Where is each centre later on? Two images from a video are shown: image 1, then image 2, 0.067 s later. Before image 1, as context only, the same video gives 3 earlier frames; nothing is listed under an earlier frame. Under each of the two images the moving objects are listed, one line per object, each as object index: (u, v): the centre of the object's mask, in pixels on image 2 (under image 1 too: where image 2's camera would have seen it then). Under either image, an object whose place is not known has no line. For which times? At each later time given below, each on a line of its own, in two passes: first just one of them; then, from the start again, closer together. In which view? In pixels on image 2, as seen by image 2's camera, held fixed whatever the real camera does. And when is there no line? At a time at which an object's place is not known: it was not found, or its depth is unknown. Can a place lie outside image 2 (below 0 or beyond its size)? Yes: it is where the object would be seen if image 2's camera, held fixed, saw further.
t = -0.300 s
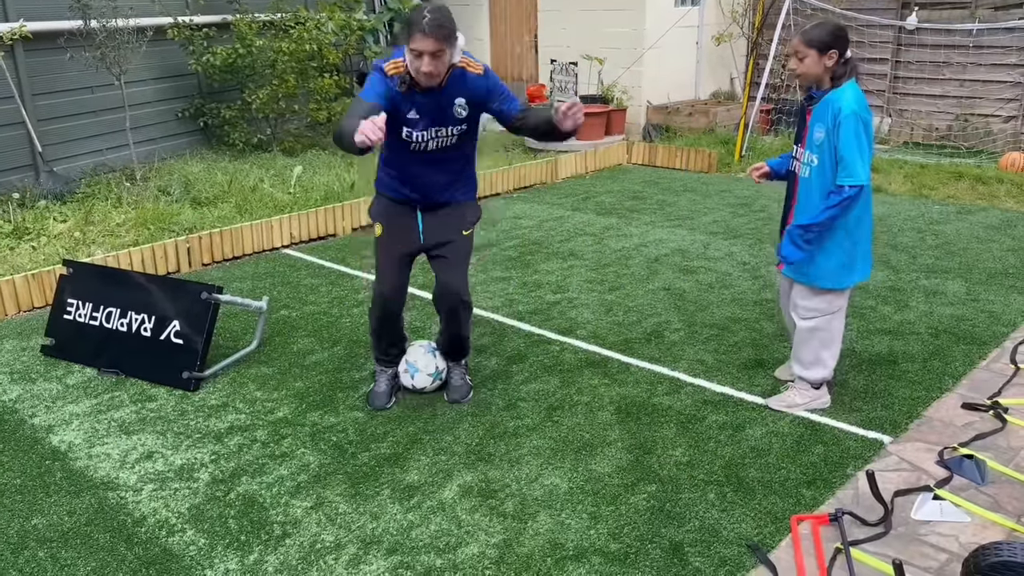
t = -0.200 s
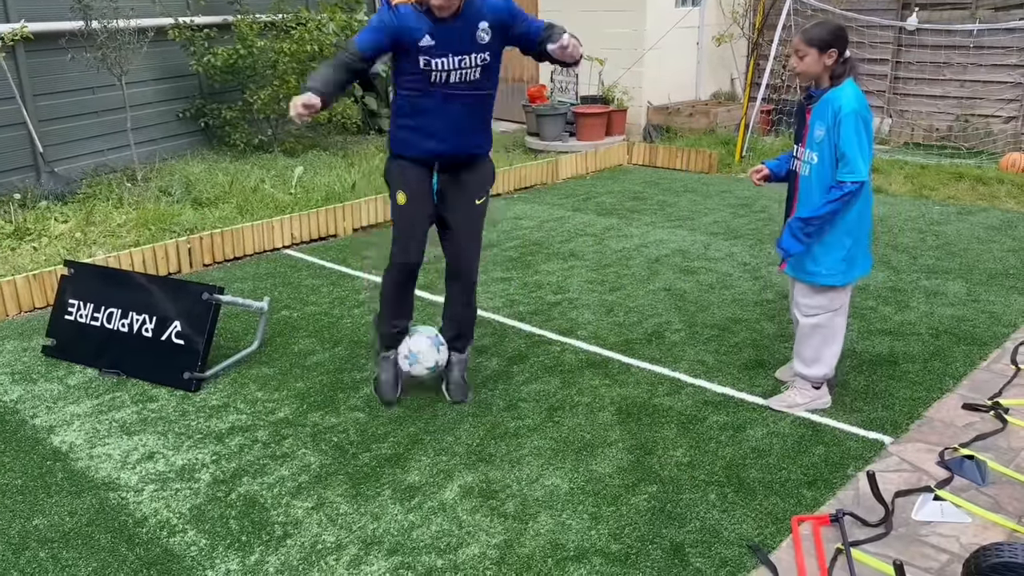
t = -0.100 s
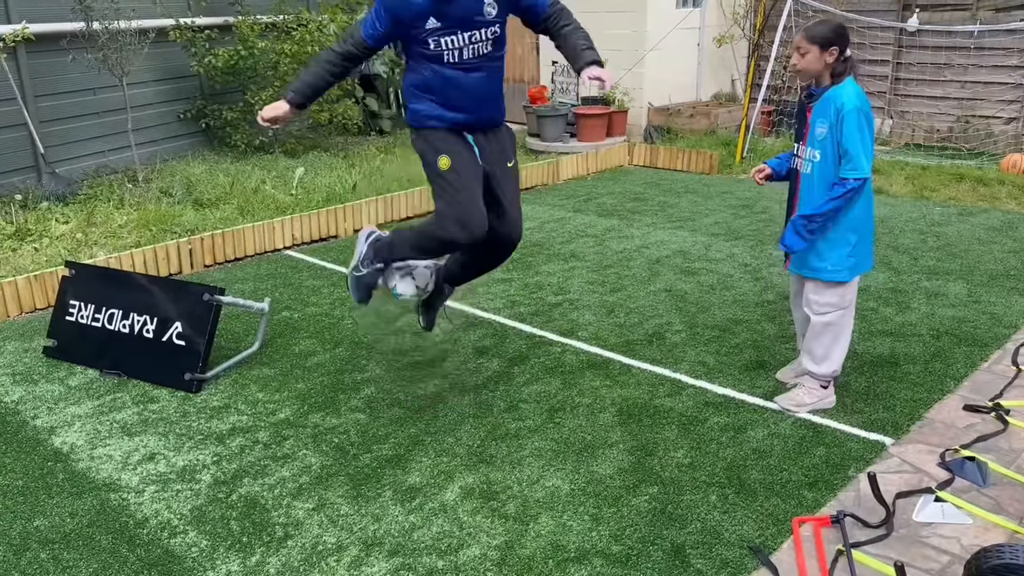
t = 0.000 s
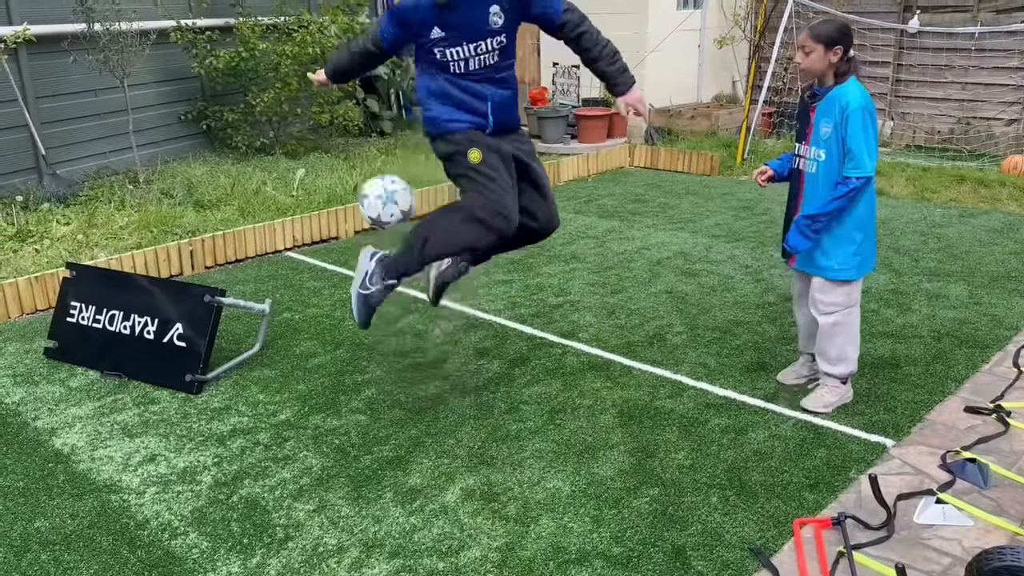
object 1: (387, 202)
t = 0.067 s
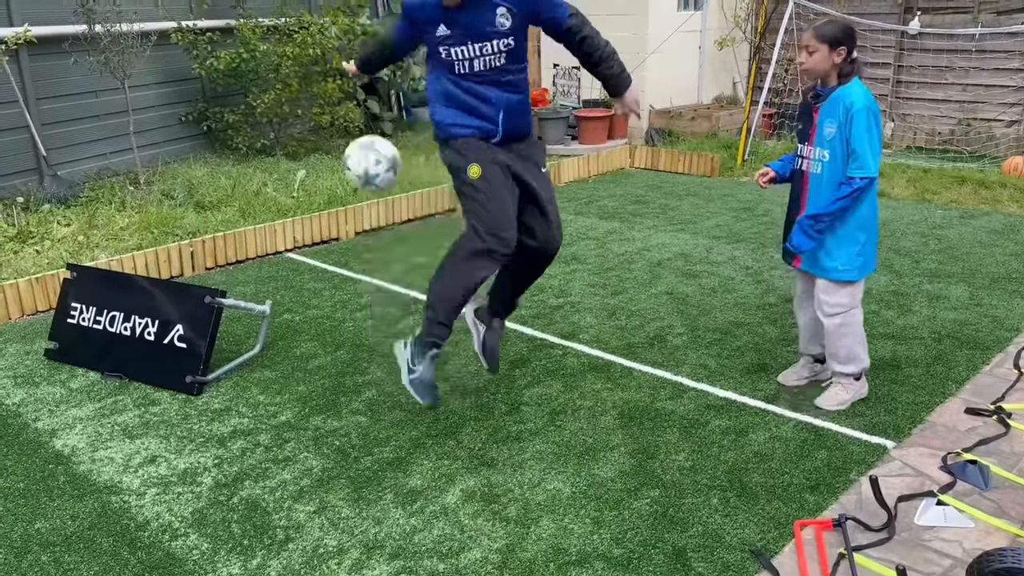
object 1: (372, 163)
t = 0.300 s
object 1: (323, 108)
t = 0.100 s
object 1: (365, 148)
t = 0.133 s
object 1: (357, 133)
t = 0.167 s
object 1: (350, 123)
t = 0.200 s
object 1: (343, 116)
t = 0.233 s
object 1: (336, 111)
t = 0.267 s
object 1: (329, 108)
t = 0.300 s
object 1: (323, 108)
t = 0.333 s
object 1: (317, 111)
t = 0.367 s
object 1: (310, 117)
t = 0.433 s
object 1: (300, 139)
